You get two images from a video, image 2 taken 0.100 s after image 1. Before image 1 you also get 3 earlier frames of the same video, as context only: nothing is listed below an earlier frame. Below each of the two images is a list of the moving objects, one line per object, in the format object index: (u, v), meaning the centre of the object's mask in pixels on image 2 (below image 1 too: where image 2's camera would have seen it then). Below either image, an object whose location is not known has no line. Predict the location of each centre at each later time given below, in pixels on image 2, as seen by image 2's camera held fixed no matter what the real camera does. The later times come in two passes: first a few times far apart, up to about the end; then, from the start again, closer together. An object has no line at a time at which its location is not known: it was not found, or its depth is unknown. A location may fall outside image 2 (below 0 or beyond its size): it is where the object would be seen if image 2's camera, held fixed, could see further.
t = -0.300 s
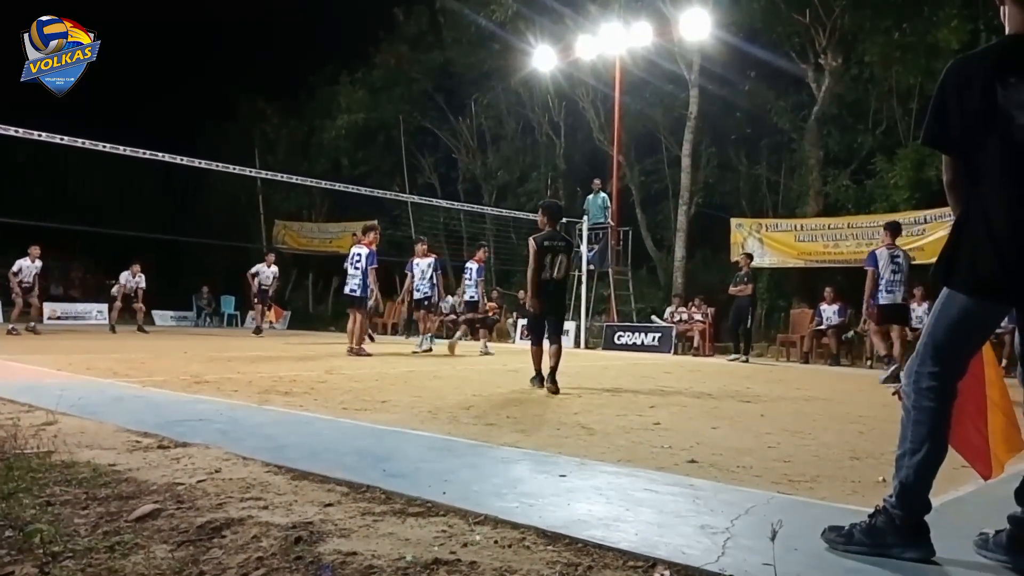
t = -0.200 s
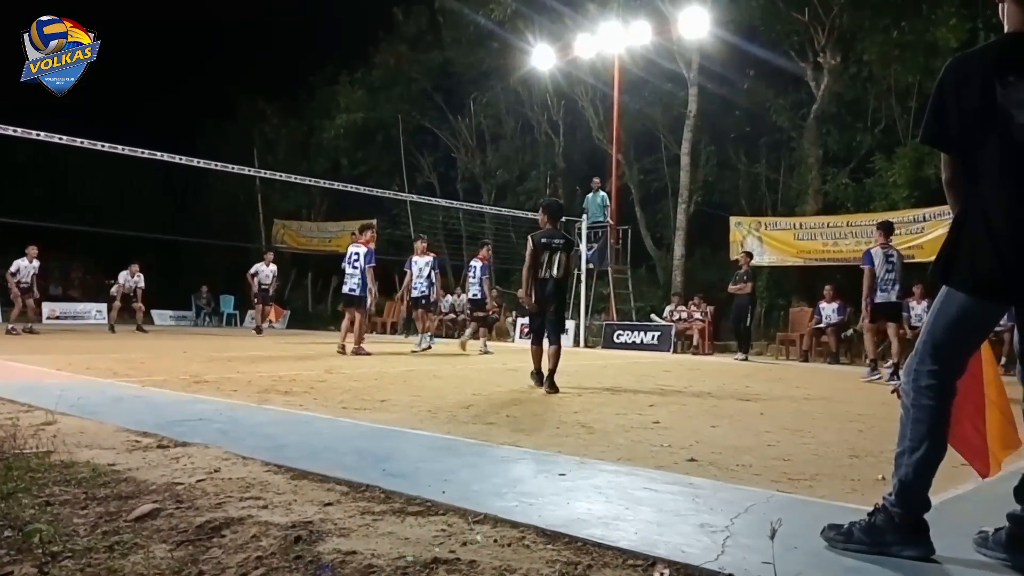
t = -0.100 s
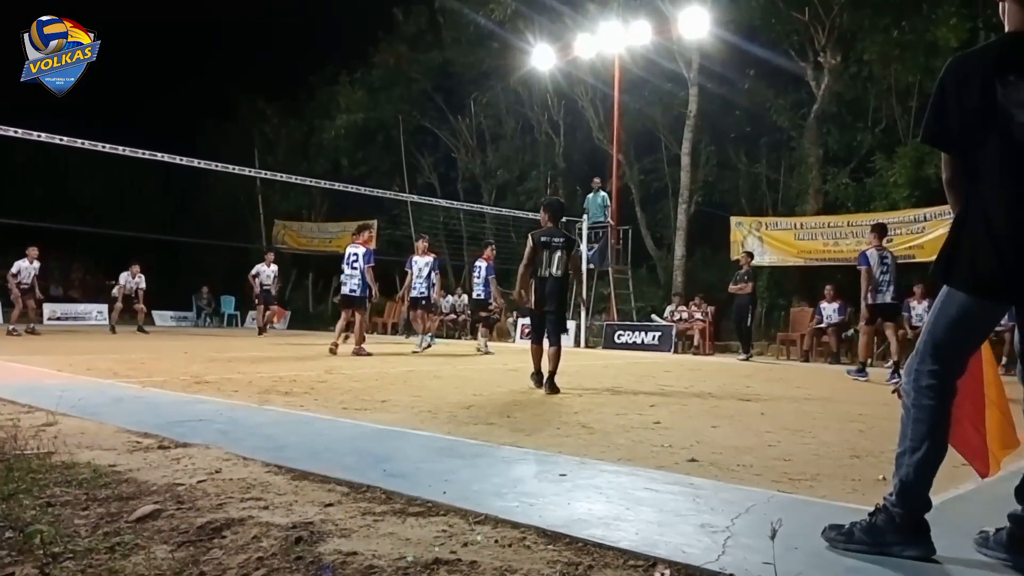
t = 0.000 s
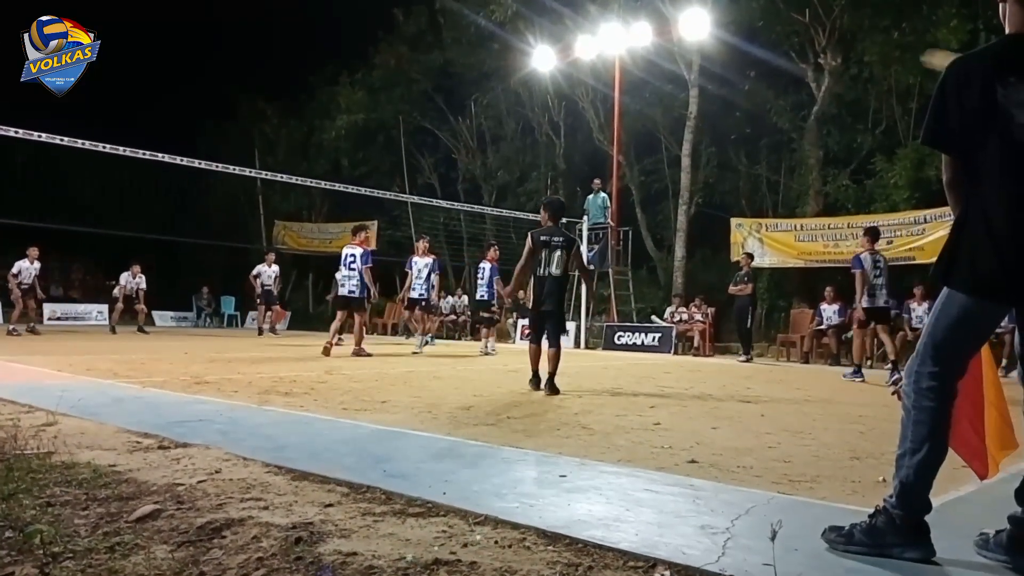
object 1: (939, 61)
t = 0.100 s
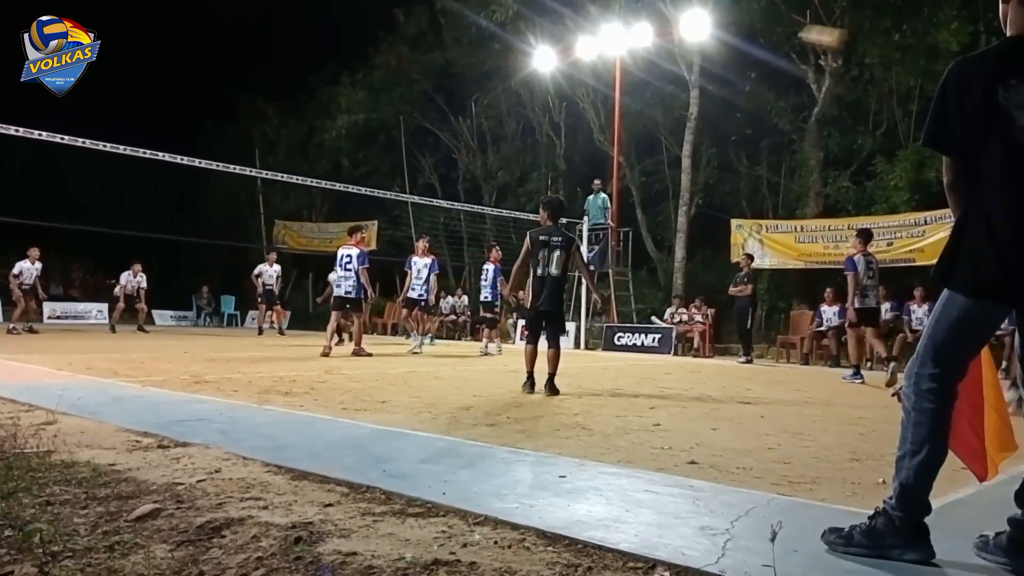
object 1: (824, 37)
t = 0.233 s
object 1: (678, 16)
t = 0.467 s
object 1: (505, 28)
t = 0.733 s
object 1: (367, 79)
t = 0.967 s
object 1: (280, 154)
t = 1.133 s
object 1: (227, 215)
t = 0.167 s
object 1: (752, 25)
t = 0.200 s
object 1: (723, 20)
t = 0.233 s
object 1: (678, 16)
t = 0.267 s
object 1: (655, 16)
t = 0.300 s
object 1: (626, 15)
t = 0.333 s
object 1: (598, 15)
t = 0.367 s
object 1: (573, 19)
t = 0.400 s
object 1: (550, 21)
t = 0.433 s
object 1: (526, 24)
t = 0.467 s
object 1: (505, 28)
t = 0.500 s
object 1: (484, 31)
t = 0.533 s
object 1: (465, 36)
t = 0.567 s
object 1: (447, 42)
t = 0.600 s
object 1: (430, 48)
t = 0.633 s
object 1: (413, 55)
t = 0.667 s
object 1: (397, 62)
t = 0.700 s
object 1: (382, 70)
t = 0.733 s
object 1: (367, 79)
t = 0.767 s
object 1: (354, 88)
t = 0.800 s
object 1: (340, 99)
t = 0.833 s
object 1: (327, 109)
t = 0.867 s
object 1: (315, 120)
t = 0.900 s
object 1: (303, 131)
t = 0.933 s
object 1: (292, 142)
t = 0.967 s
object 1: (280, 154)
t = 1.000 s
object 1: (271, 163)
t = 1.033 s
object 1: (257, 179)
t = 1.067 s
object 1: (248, 189)
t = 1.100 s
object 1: (237, 202)
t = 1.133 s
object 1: (227, 215)
